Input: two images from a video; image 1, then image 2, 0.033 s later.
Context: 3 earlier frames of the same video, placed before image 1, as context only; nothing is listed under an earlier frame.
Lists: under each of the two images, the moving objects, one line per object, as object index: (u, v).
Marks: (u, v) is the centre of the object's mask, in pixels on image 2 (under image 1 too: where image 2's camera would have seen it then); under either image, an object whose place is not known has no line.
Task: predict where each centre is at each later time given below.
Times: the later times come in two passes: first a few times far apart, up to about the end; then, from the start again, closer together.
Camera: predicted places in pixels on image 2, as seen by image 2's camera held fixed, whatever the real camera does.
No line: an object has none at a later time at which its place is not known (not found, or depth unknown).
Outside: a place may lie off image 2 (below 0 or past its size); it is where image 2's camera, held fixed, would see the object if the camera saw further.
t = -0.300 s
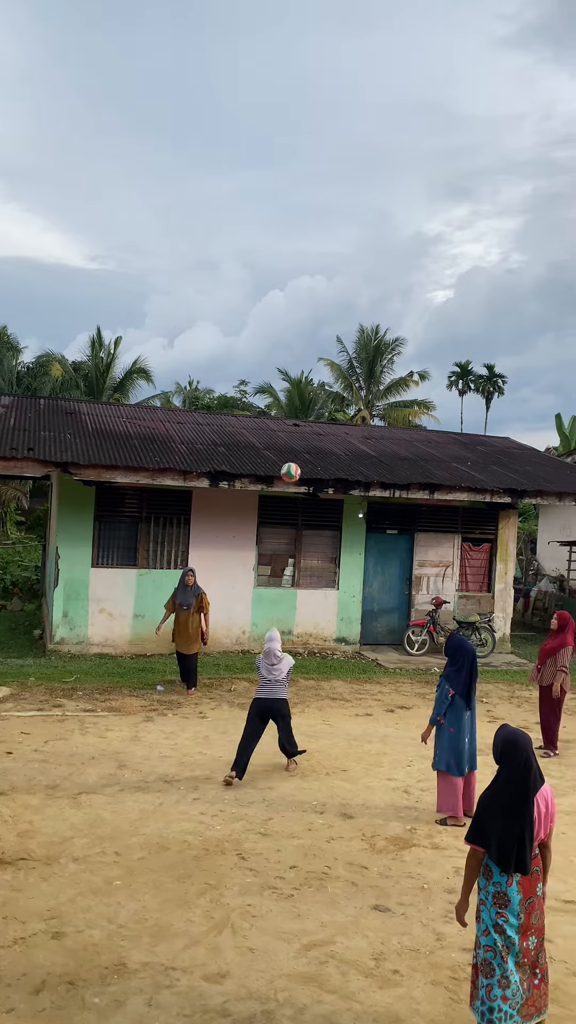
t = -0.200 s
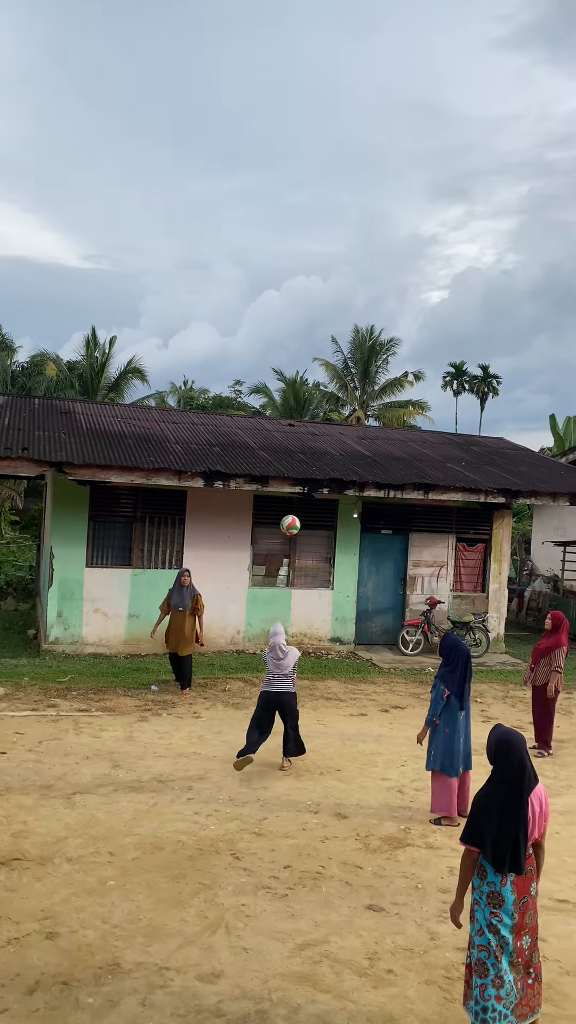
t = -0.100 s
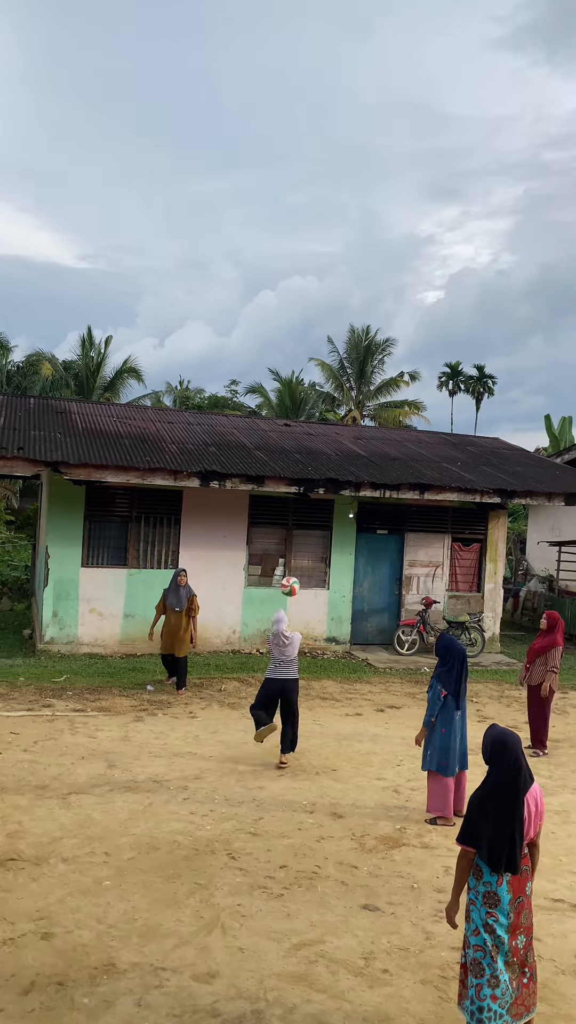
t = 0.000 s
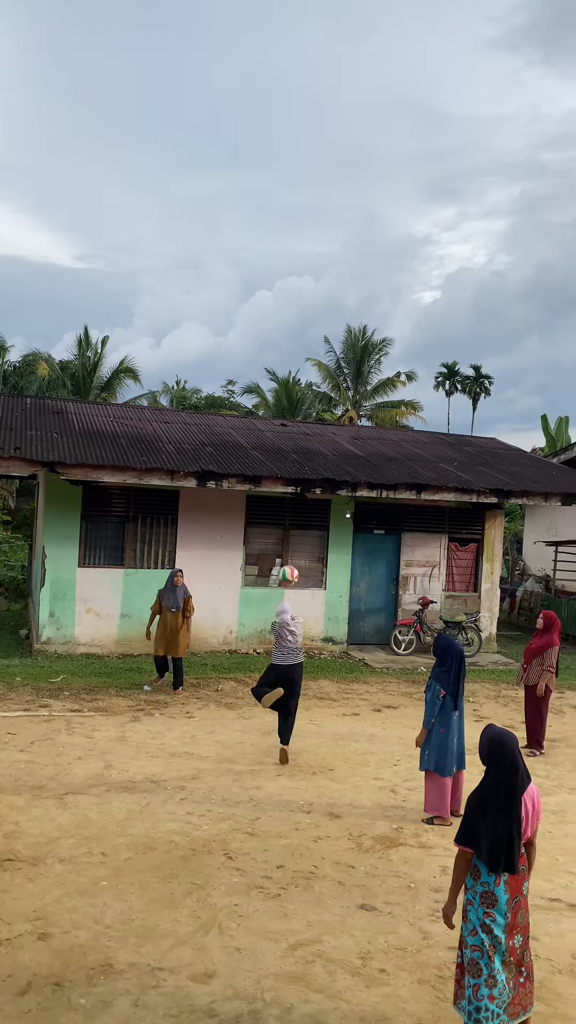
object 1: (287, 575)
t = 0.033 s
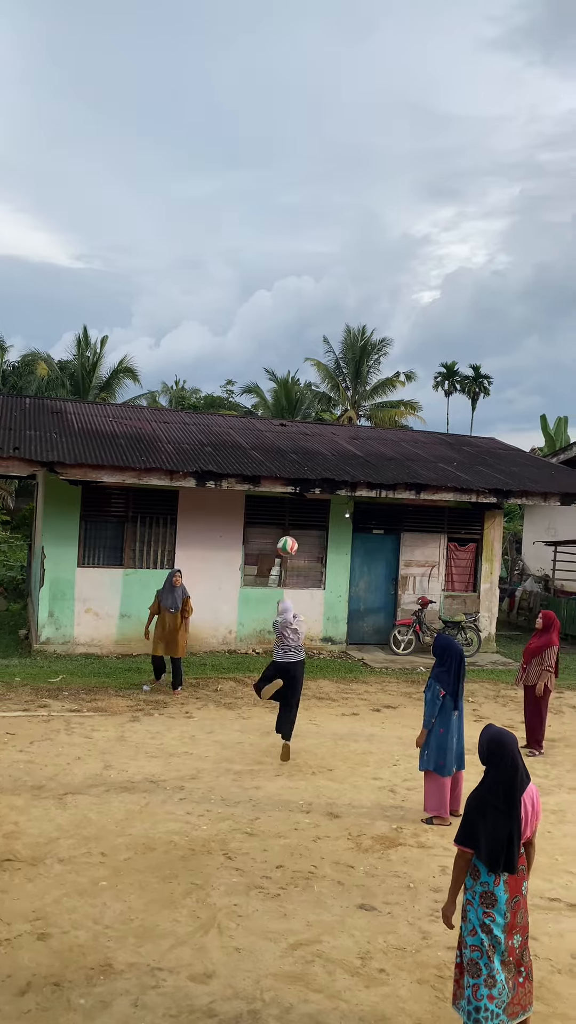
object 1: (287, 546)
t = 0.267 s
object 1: (287, 378)
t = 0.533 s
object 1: (280, 251)
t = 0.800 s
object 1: (272, 197)
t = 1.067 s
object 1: (260, 208)
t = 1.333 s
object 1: (245, 280)
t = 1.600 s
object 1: (231, 404)
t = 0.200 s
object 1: (287, 418)
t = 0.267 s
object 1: (287, 378)
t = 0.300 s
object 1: (286, 357)
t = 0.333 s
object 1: (285, 339)
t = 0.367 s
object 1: (284, 321)
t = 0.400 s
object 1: (284, 305)
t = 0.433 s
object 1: (283, 290)
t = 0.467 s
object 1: (282, 276)
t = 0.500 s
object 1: (281, 263)
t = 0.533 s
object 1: (280, 251)
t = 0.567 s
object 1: (279, 241)
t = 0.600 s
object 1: (279, 231)
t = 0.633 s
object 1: (278, 223)
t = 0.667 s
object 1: (277, 216)
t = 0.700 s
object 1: (276, 209)
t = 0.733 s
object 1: (275, 204)
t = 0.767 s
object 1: (273, 200)
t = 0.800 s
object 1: (272, 197)
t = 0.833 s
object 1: (271, 195)
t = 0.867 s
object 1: (270, 194)
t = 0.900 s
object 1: (268, 194)
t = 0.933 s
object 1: (267, 195)
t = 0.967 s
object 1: (265, 196)
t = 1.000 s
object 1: (264, 199)
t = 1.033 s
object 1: (262, 203)
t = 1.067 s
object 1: (260, 208)
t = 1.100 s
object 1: (259, 213)
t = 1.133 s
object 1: (257, 220)
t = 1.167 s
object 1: (255, 228)
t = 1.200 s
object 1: (254, 237)
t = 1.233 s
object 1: (252, 246)
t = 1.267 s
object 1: (250, 257)
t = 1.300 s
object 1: (247, 268)
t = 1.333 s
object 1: (245, 280)
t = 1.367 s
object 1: (244, 293)
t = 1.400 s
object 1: (242, 307)
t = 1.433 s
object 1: (240, 321)
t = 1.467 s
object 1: (238, 336)
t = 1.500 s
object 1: (236, 352)
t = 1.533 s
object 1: (234, 369)
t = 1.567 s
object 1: (233, 387)
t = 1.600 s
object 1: (231, 404)
